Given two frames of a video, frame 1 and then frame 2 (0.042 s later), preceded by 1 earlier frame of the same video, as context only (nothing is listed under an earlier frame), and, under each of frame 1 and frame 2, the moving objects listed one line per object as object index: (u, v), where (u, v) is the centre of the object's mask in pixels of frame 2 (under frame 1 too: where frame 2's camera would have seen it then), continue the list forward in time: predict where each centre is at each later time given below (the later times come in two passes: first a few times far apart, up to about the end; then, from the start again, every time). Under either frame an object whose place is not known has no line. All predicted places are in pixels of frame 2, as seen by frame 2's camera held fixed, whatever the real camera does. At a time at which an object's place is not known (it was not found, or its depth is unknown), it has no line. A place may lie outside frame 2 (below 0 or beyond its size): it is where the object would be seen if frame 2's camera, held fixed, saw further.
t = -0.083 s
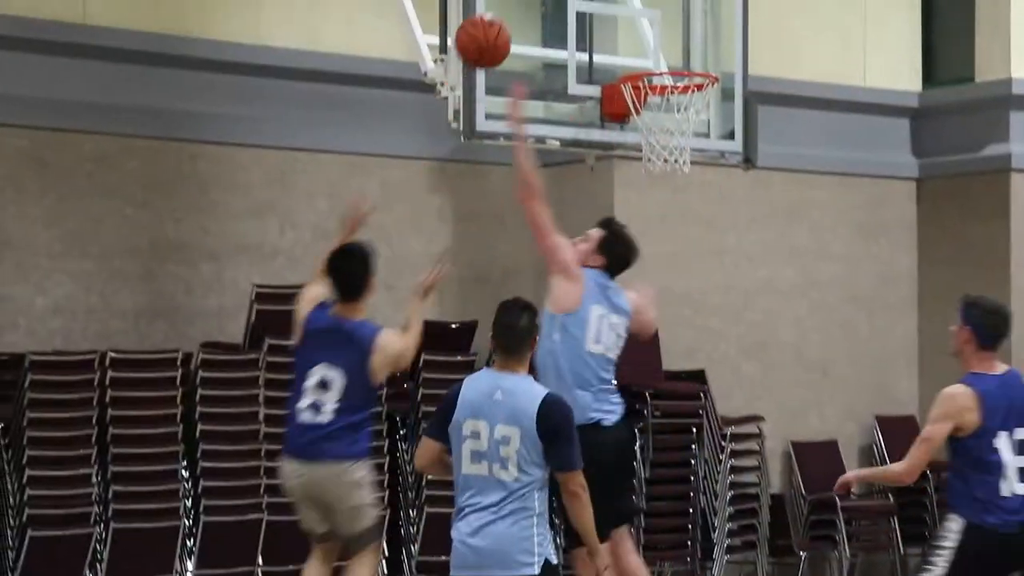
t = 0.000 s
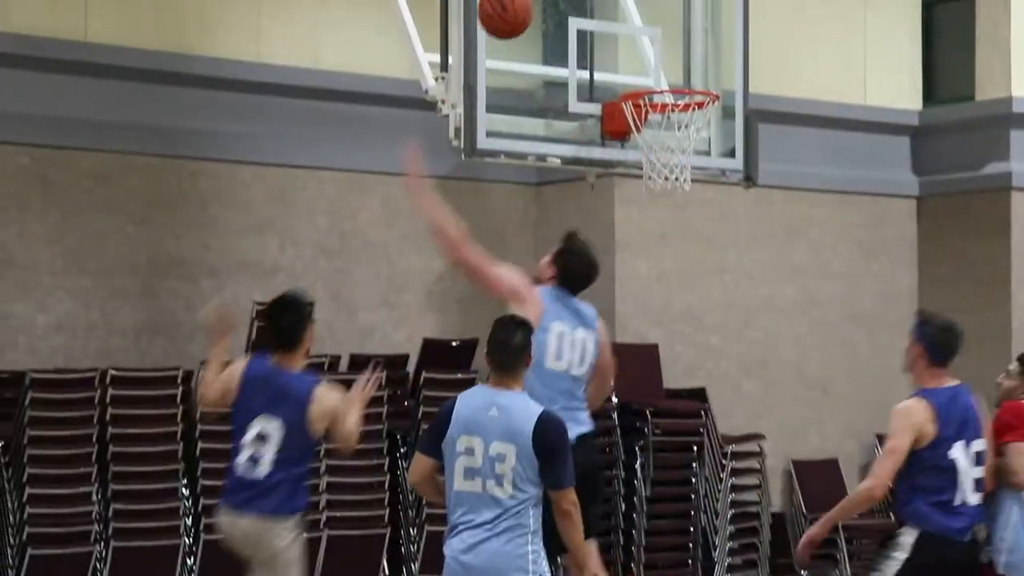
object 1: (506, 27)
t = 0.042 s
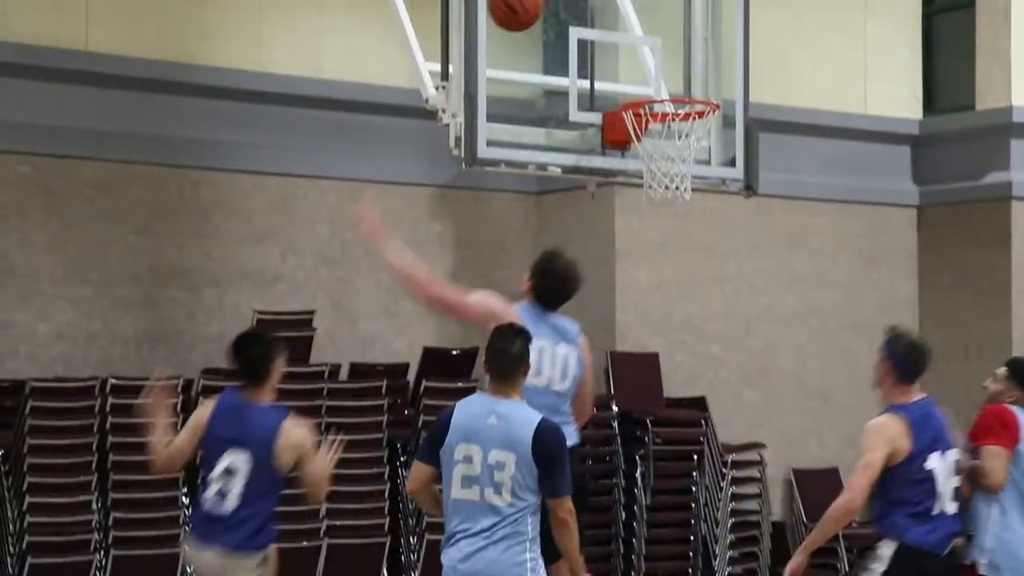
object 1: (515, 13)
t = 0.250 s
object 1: (562, -14)
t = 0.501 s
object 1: (661, 38)
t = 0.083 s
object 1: (525, 3)
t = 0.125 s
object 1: (534, -4)
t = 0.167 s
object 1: (544, -10)
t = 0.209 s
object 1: (552, -13)
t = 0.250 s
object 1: (562, -14)
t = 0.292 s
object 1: (571, -11)
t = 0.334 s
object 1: (578, -4)
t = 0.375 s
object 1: (596, 2)
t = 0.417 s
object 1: (619, 10)
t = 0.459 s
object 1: (640, 23)
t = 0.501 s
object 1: (661, 38)
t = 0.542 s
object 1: (682, 58)
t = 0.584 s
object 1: (704, 79)
